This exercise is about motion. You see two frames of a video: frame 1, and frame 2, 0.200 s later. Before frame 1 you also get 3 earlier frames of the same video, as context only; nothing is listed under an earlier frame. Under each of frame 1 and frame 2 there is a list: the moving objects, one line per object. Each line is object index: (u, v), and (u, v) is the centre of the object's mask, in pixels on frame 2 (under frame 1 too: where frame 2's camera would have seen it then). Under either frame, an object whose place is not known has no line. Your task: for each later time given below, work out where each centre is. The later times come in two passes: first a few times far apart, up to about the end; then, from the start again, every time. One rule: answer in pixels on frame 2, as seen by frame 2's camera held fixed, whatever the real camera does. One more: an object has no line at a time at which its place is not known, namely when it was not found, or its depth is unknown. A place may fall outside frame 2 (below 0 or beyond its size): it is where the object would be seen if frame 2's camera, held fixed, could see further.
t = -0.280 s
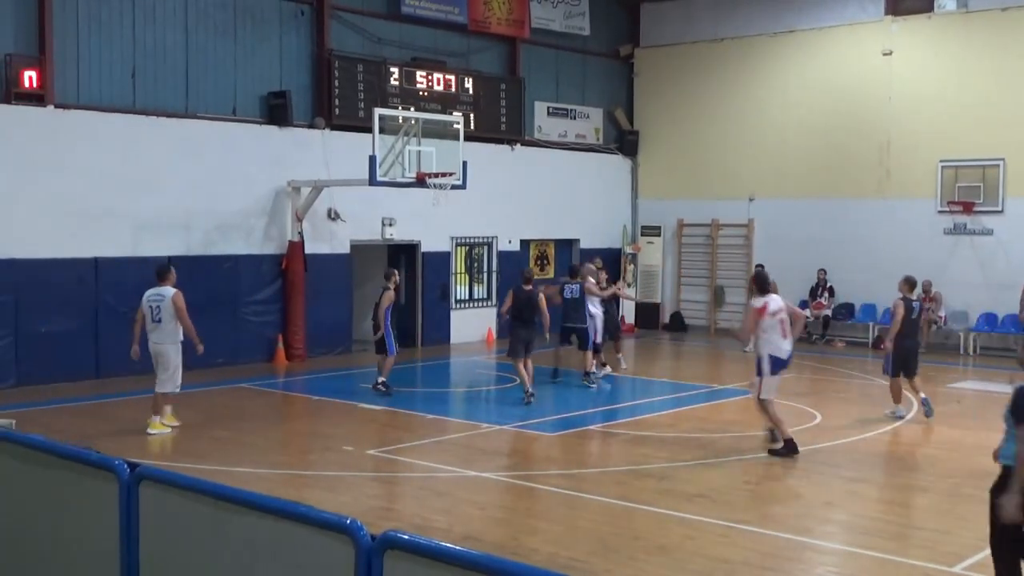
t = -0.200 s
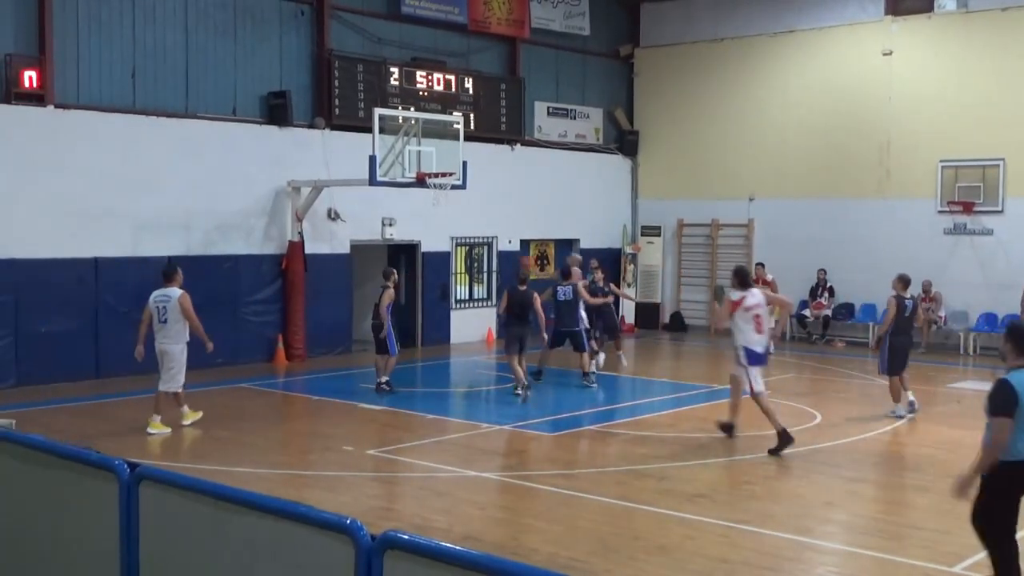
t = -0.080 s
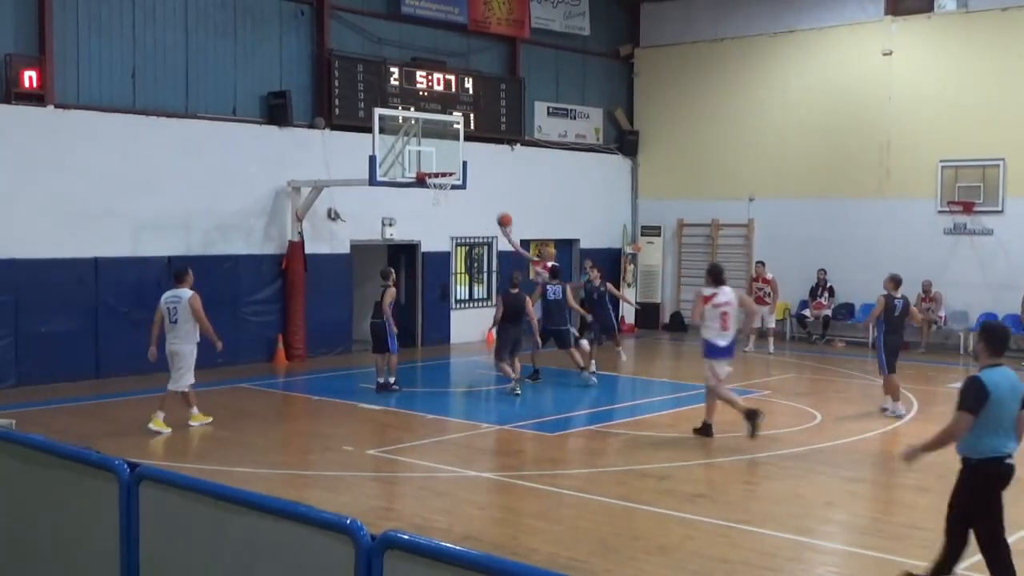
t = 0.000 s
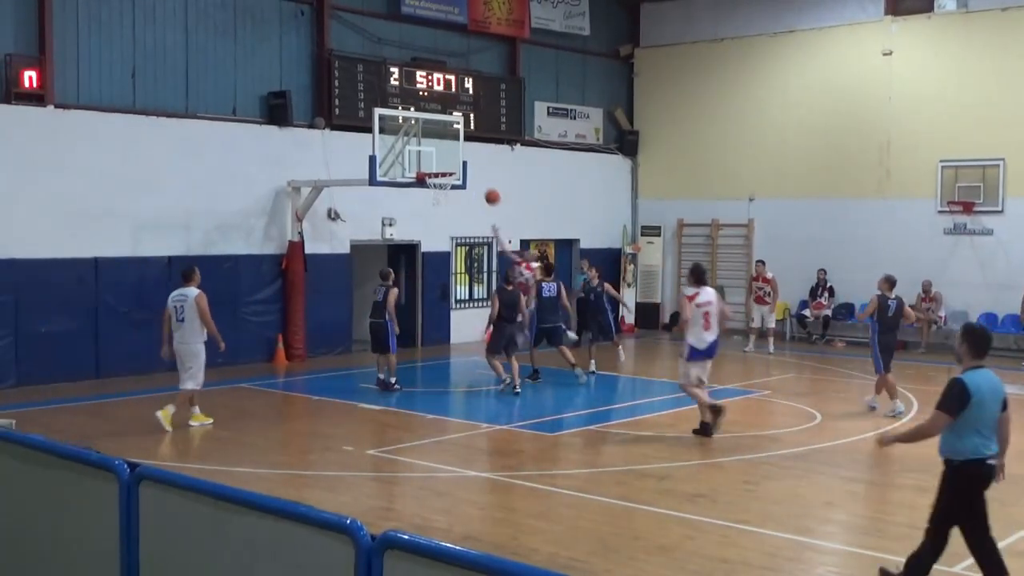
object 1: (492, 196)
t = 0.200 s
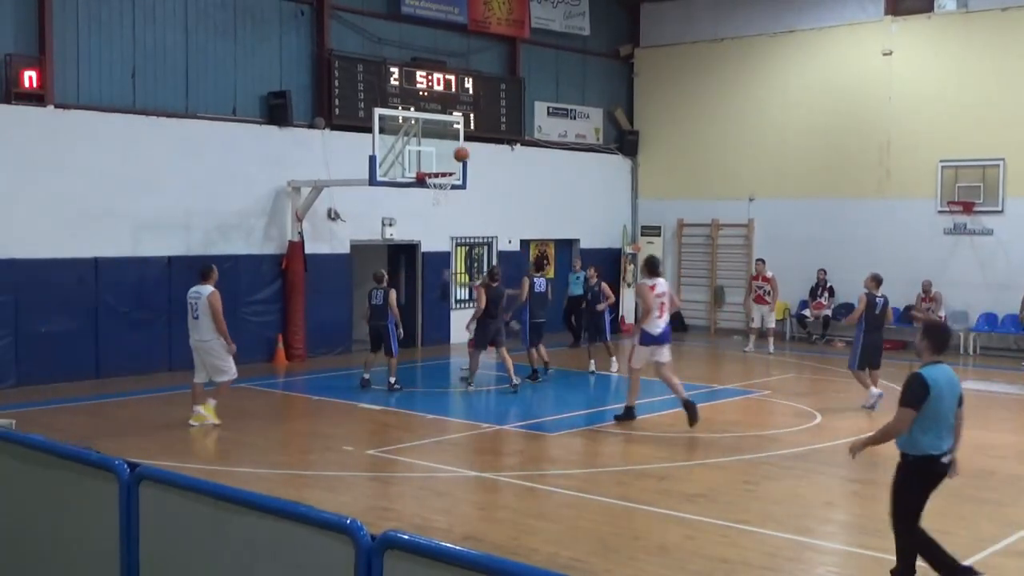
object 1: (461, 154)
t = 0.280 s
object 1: (449, 144)
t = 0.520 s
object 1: (444, 142)
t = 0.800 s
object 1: (437, 162)
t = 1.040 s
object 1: (437, 170)
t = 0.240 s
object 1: (455, 149)
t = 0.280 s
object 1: (449, 144)
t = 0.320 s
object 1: (447, 141)
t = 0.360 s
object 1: (446, 139)
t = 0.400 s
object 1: (446, 139)
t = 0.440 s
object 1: (446, 139)
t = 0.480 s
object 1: (445, 140)
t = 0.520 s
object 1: (444, 142)
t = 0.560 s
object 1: (444, 147)
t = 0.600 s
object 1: (443, 151)
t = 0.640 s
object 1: (443, 156)
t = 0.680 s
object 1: (442, 162)
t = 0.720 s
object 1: (441, 164)
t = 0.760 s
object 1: (439, 163)
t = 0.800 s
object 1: (437, 162)
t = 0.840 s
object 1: (436, 163)
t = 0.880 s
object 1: (434, 165)
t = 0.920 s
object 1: (432, 167)
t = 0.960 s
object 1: (432, 169)
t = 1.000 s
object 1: (434, 168)
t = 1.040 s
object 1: (437, 170)
